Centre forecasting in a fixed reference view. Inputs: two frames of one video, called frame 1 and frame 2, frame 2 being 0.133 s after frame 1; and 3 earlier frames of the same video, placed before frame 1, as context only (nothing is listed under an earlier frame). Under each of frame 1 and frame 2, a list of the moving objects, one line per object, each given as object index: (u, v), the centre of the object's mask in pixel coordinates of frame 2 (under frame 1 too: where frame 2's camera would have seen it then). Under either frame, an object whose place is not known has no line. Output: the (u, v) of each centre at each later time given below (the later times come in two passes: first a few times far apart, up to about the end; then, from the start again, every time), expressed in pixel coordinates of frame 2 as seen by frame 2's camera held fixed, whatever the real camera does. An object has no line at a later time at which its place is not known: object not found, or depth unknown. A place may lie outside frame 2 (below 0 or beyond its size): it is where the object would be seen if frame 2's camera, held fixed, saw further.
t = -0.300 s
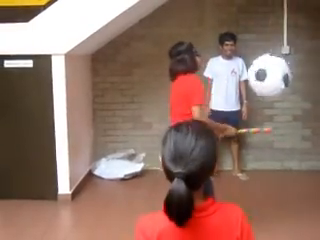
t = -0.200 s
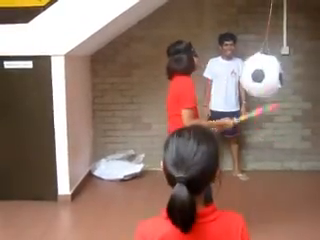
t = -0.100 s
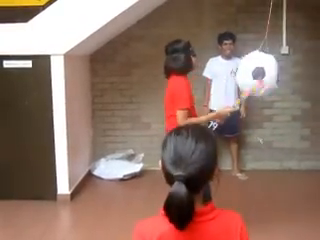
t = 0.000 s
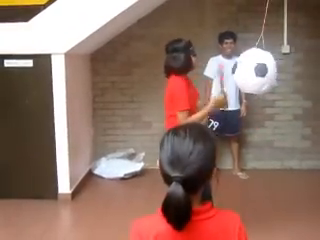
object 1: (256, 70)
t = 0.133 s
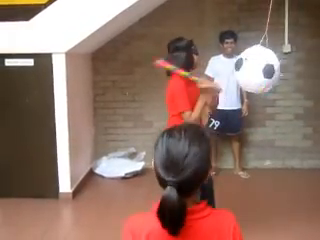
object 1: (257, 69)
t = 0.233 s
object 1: (259, 69)
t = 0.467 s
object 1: (275, 71)
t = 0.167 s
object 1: (258, 69)
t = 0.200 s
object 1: (258, 69)
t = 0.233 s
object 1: (259, 69)
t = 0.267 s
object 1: (260, 69)
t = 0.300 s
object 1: (262, 69)
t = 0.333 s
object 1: (264, 69)
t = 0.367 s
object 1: (266, 70)
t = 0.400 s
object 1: (269, 70)
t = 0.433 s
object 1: (272, 71)
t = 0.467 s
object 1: (275, 71)
